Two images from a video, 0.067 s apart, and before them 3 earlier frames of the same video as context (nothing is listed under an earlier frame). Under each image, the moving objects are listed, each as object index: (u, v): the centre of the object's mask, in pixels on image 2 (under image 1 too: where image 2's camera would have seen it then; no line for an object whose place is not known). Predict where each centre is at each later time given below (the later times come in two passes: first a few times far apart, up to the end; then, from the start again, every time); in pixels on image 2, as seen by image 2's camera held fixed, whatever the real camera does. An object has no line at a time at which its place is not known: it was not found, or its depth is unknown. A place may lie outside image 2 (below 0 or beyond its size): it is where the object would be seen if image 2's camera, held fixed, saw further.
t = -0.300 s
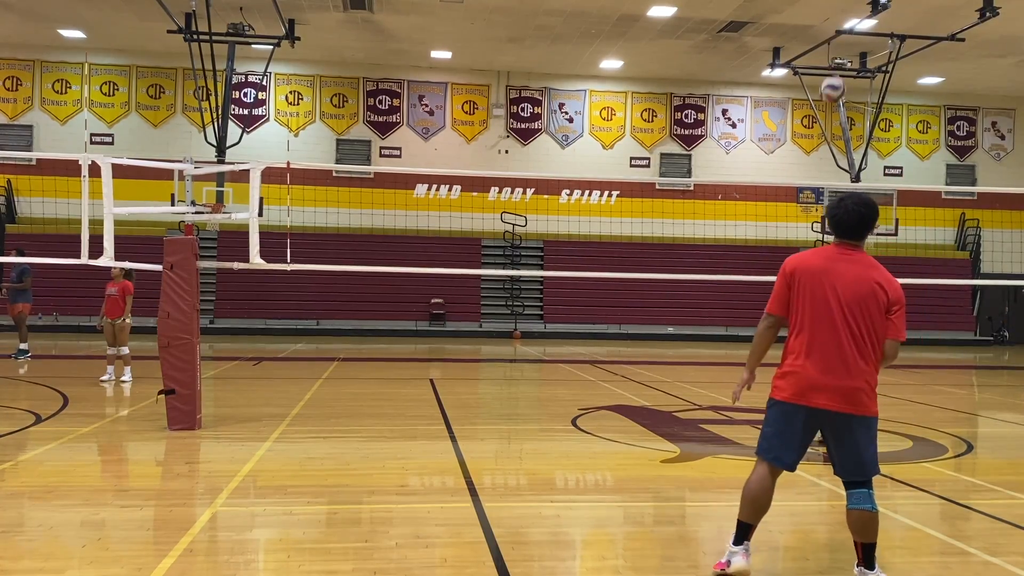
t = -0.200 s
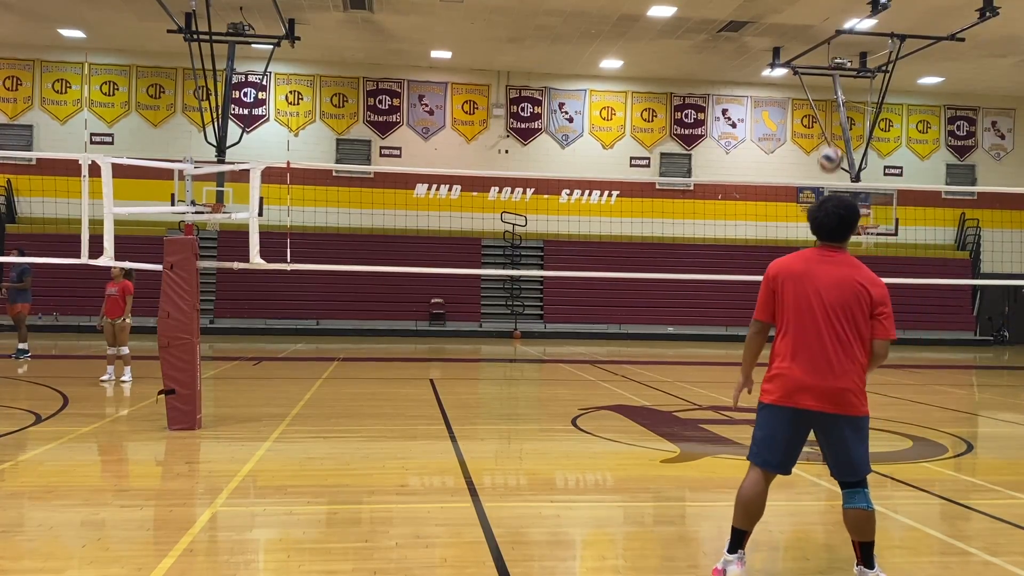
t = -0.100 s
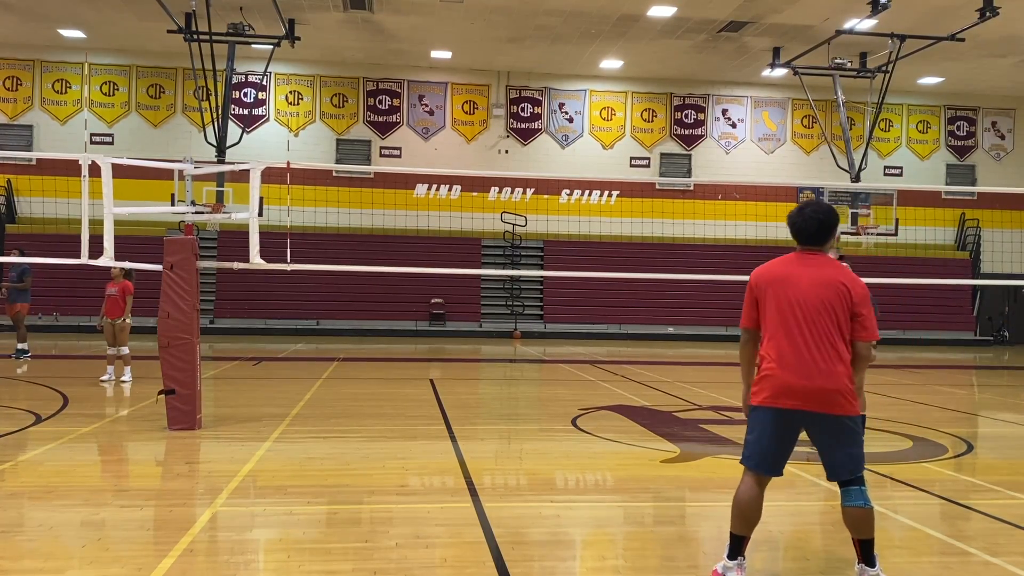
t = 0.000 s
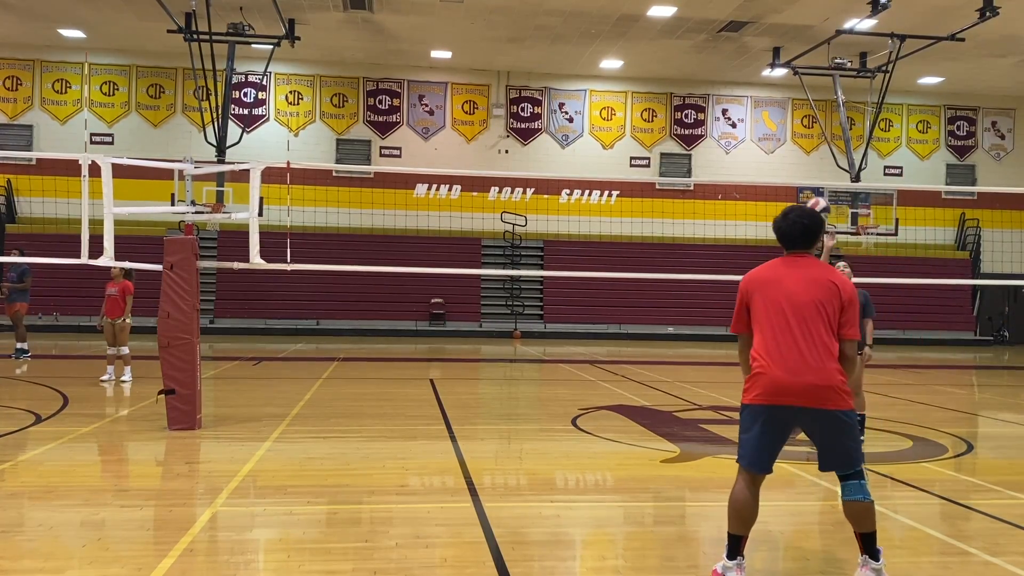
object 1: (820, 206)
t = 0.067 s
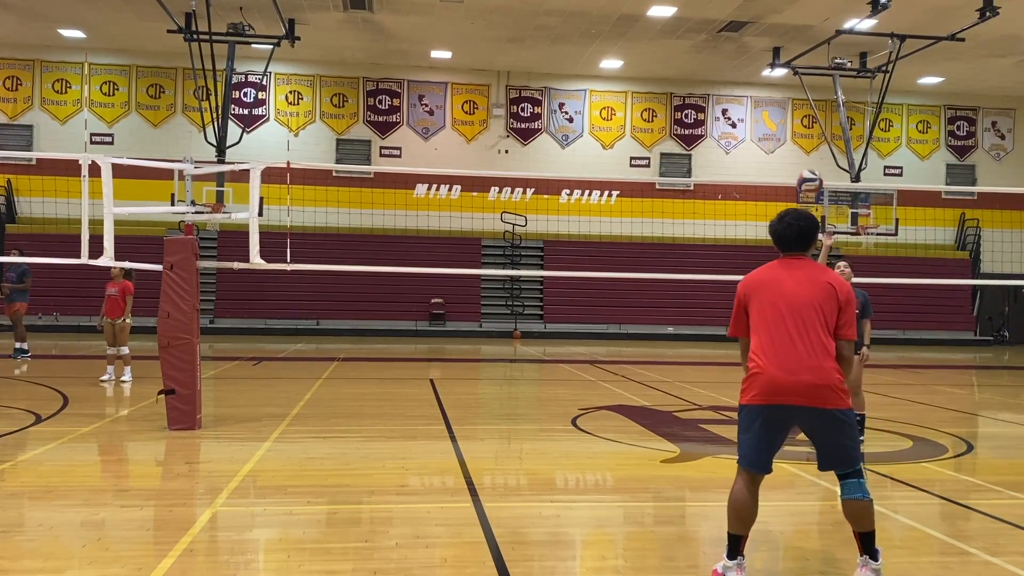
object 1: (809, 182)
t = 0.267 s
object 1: (779, 125)
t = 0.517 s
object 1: (727, 126)
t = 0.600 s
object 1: (704, 150)
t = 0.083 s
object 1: (807, 176)
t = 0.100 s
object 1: (805, 170)
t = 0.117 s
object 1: (803, 164)
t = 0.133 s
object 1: (801, 159)
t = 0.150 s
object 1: (798, 154)
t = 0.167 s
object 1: (795, 149)
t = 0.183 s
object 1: (793, 145)
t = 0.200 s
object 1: (790, 141)
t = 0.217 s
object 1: (788, 137)
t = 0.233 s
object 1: (785, 133)
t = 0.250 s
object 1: (782, 129)
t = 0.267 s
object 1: (779, 125)
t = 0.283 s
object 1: (776, 123)
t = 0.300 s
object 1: (773, 121)
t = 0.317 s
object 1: (770, 118)
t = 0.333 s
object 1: (767, 117)
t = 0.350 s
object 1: (764, 116)
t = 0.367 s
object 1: (761, 115)
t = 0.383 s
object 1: (757, 114)
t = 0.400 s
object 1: (754, 114)
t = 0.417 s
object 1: (750, 115)
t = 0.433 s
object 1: (747, 115)
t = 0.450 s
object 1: (742, 116)
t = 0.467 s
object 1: (739, 118)
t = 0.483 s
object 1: (734, 119)
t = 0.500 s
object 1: (731, 122)
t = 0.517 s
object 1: (727, 126)
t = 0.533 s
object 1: (722, 129)
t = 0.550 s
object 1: (718, 132)
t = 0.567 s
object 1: (714, 138)
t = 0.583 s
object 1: (709, 144)
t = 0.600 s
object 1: (704, 150)
